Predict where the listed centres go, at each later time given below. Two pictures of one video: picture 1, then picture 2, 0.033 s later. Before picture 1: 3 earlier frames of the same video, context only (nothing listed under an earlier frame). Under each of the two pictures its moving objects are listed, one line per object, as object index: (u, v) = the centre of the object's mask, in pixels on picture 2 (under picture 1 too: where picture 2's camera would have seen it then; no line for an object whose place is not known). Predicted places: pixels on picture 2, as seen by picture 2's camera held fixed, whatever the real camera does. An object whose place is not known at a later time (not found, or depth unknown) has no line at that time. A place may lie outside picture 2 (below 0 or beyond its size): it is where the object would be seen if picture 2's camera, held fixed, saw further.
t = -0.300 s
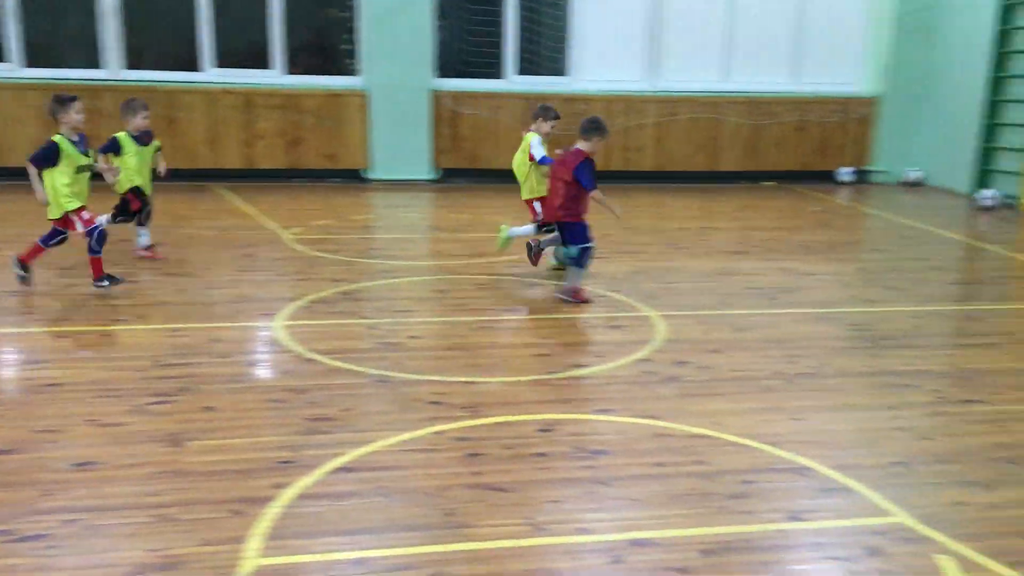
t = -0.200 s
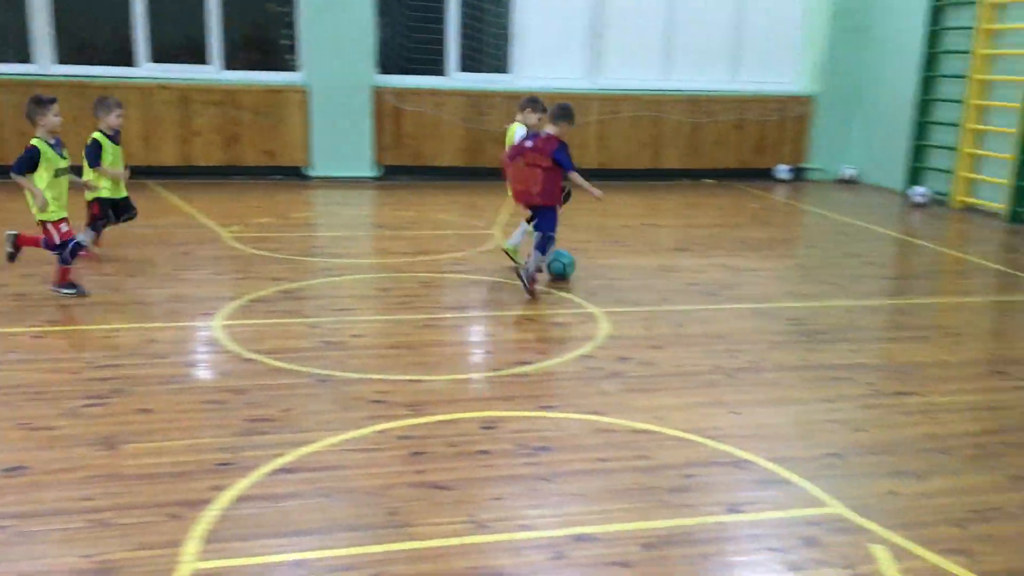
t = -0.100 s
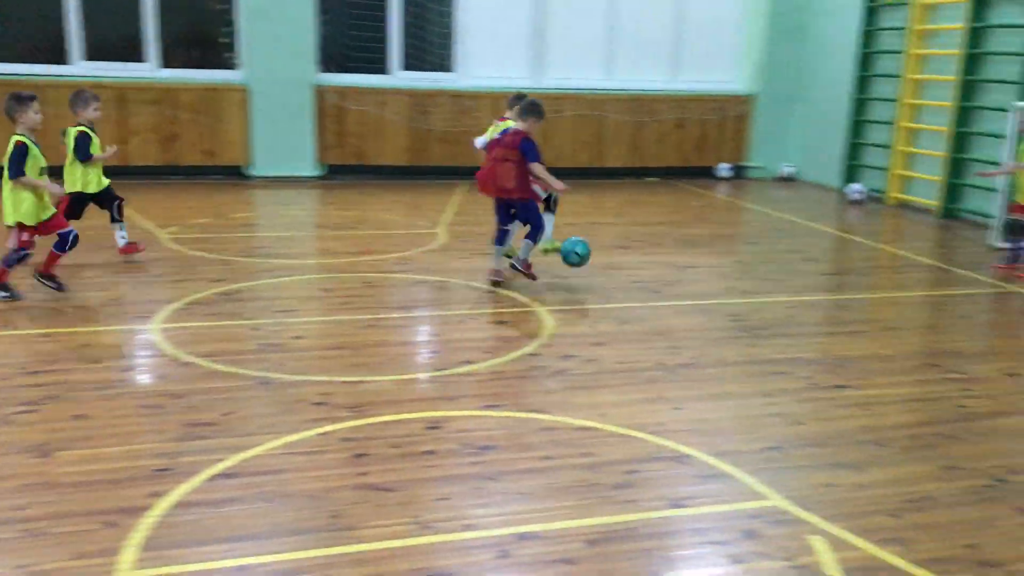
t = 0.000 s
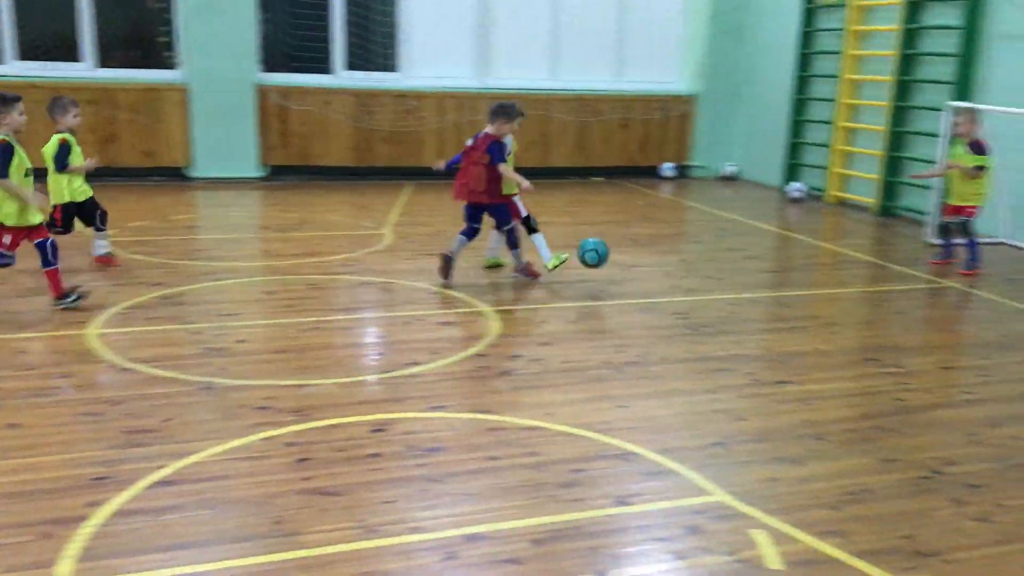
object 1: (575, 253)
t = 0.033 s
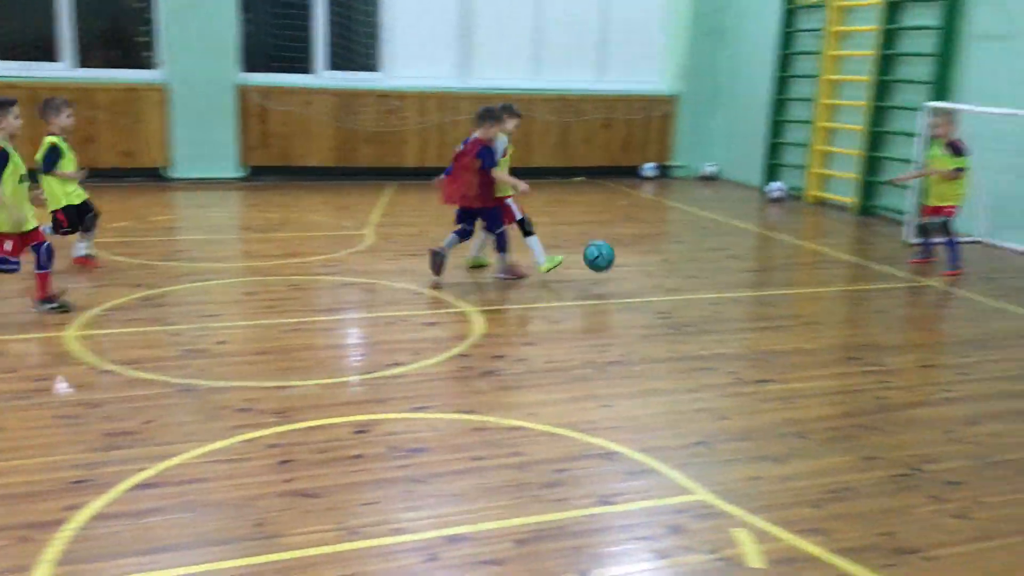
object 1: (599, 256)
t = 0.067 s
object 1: (623, 261)
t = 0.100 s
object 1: (647, 268)
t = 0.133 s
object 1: (670, 277)
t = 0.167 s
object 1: (694, 283)
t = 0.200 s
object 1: (717, 277)
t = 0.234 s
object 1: (740, 274)
